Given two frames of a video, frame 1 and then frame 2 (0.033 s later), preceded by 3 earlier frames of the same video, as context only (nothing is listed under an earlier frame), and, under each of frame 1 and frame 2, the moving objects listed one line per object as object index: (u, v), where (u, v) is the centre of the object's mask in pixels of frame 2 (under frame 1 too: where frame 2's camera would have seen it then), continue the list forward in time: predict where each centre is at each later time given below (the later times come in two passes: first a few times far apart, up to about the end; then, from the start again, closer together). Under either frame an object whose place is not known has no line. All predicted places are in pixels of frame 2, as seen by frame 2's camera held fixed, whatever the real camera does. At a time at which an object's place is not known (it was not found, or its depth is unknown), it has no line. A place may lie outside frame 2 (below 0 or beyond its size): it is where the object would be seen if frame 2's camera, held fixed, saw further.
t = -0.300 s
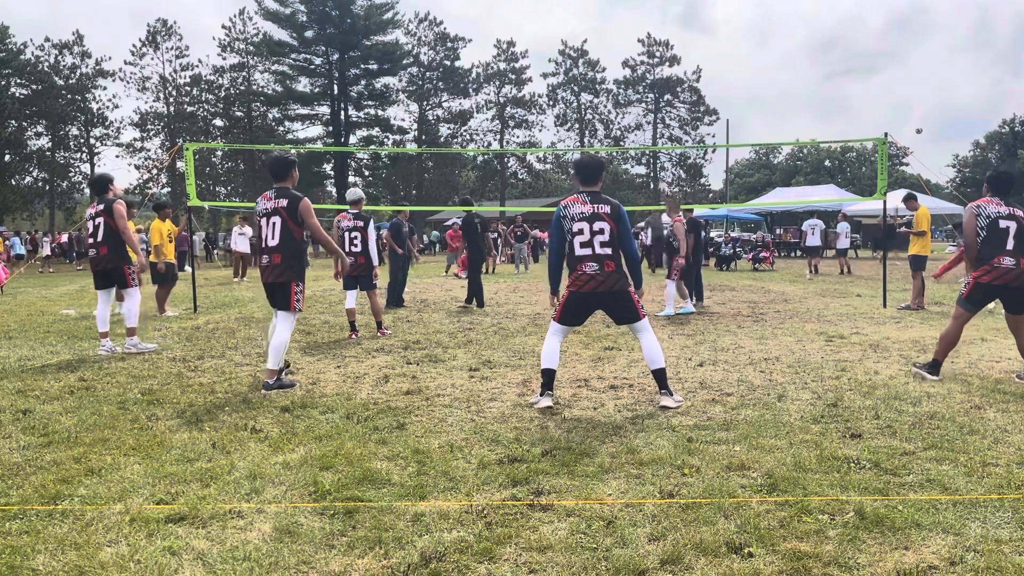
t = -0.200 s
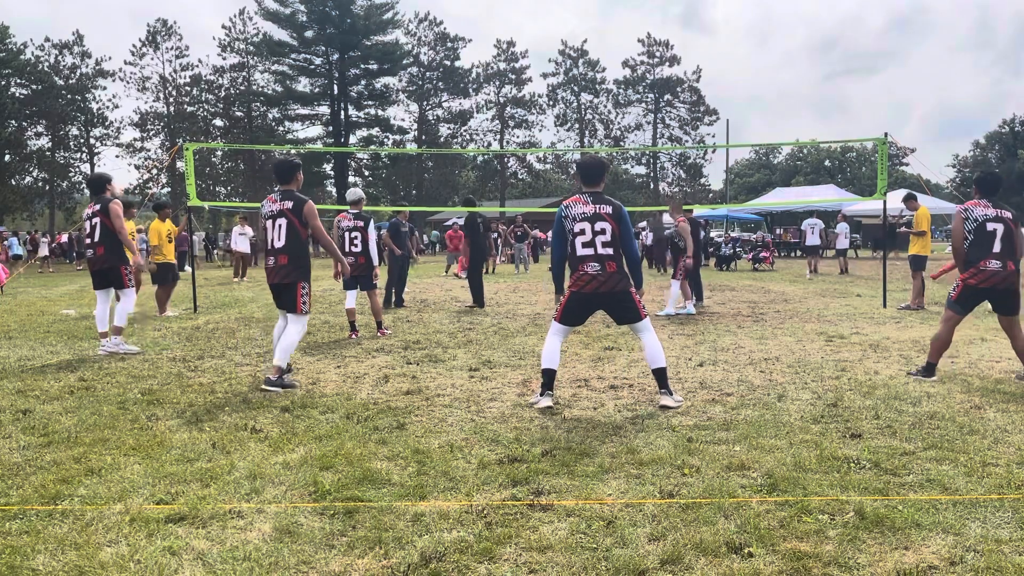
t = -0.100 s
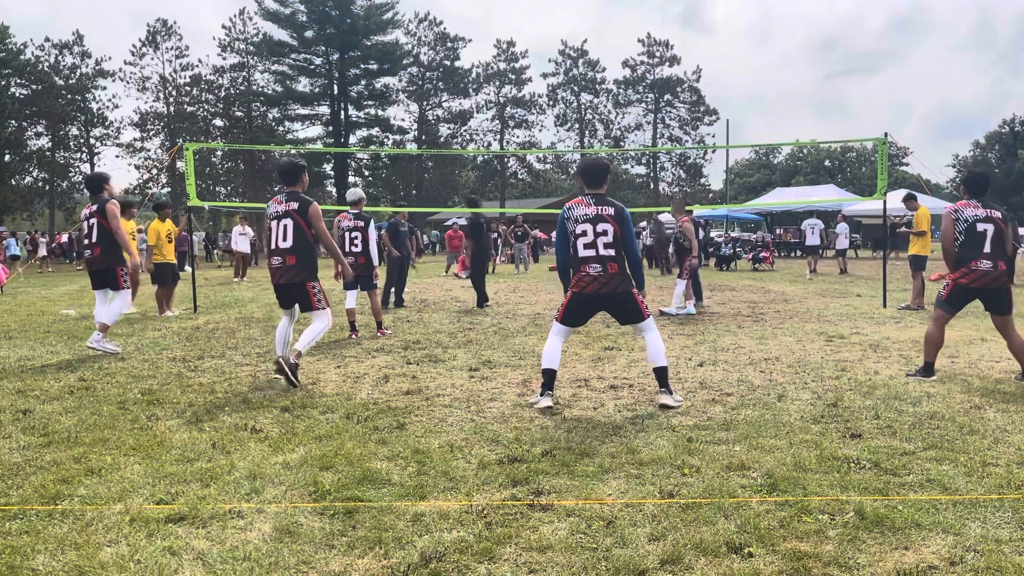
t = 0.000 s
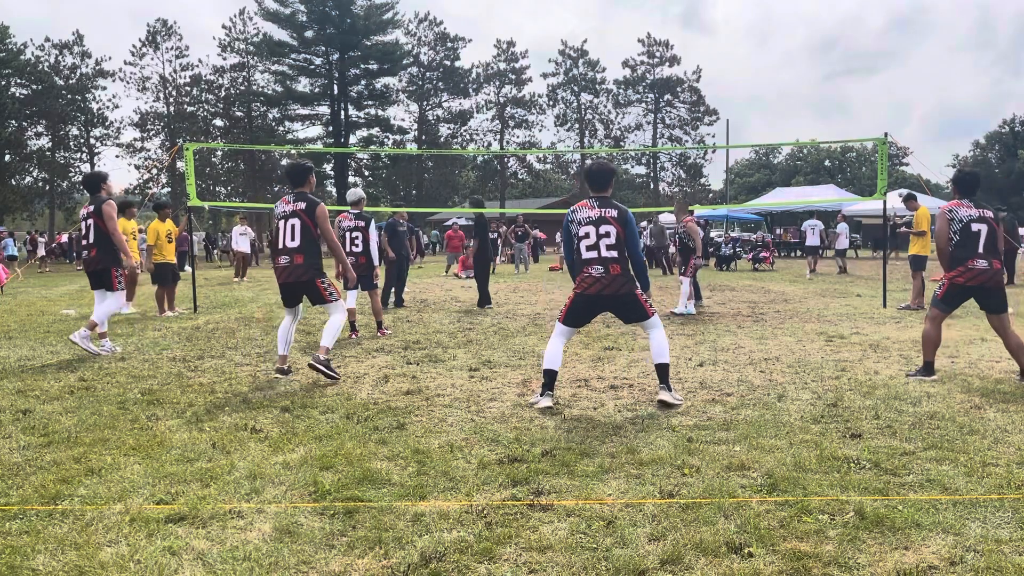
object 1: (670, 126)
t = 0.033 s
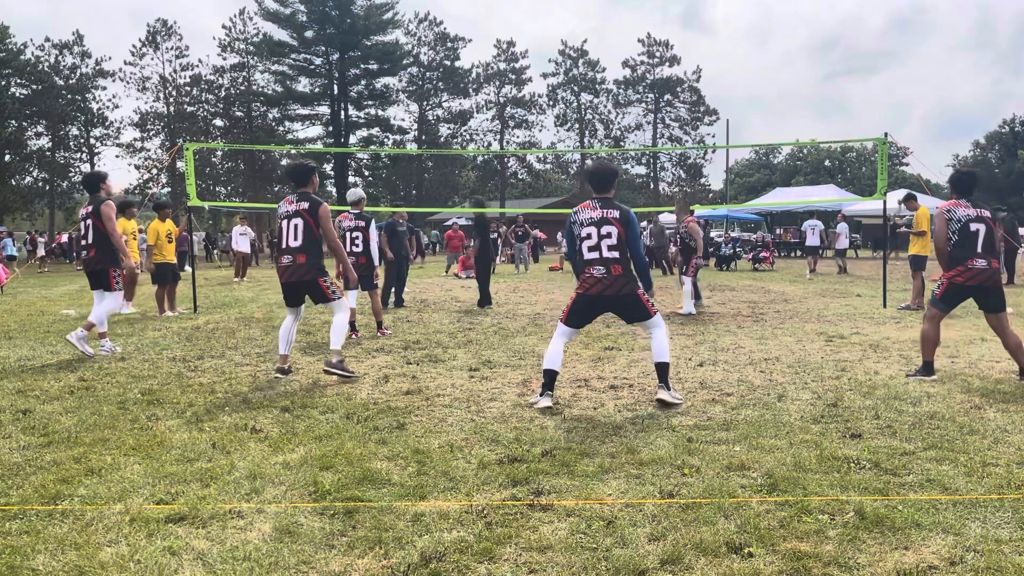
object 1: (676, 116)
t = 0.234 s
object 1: (692, 75)
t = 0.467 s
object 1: (728, 41)
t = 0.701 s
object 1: (792, 33)
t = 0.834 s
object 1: (842, 51)
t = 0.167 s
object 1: (687, 89)
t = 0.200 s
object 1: (690, 81)
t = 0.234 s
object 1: (692, 75)
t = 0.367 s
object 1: (710, 53)
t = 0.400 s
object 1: (716, 49)
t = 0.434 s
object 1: (722, 44)
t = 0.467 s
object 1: (728, 41)
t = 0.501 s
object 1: (736, 38)
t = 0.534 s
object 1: (743, 35)
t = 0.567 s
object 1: (752, 33)
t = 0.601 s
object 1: (761, 32)
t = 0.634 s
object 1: (770, 31)
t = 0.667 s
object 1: (781, 32)
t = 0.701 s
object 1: (792, 33)
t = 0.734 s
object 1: (803, 36)
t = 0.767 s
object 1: (816, 39)
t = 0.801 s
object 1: (828, 44)
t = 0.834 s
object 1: (842, 51)
